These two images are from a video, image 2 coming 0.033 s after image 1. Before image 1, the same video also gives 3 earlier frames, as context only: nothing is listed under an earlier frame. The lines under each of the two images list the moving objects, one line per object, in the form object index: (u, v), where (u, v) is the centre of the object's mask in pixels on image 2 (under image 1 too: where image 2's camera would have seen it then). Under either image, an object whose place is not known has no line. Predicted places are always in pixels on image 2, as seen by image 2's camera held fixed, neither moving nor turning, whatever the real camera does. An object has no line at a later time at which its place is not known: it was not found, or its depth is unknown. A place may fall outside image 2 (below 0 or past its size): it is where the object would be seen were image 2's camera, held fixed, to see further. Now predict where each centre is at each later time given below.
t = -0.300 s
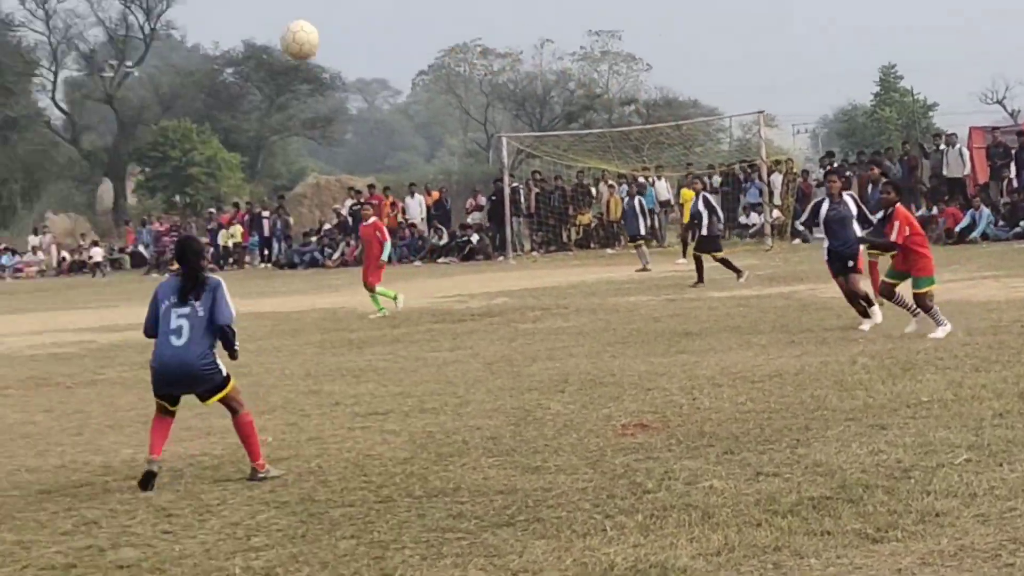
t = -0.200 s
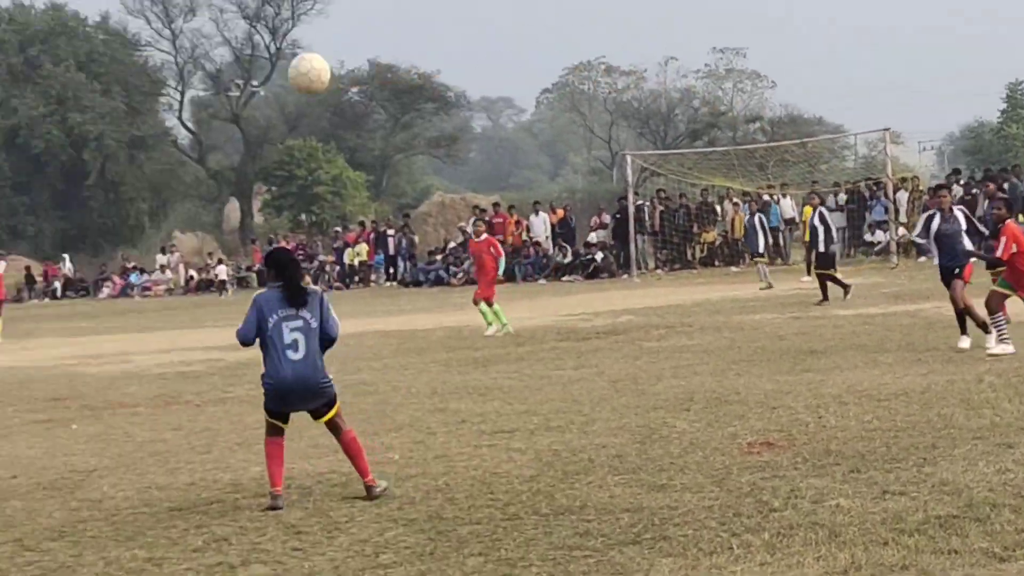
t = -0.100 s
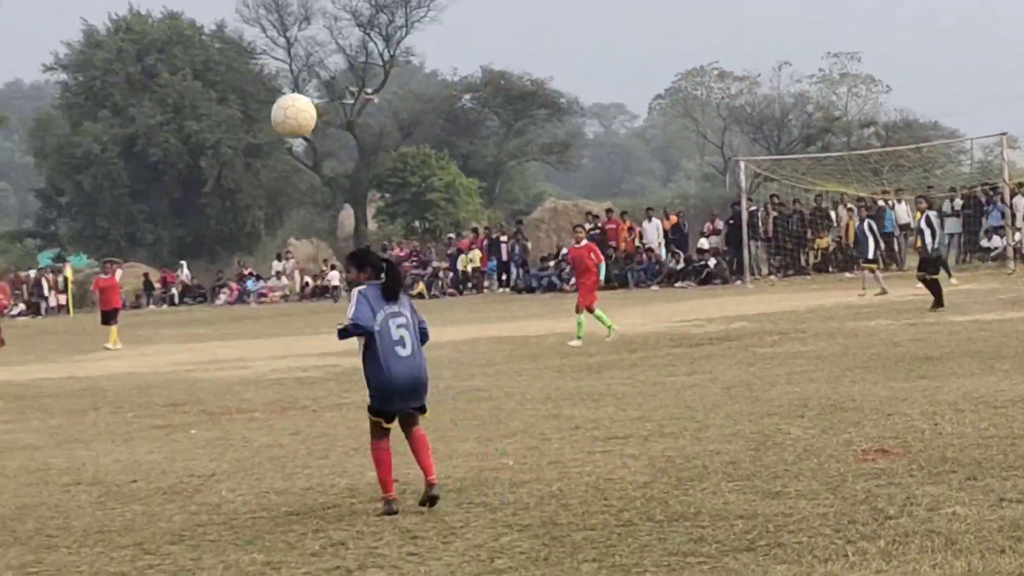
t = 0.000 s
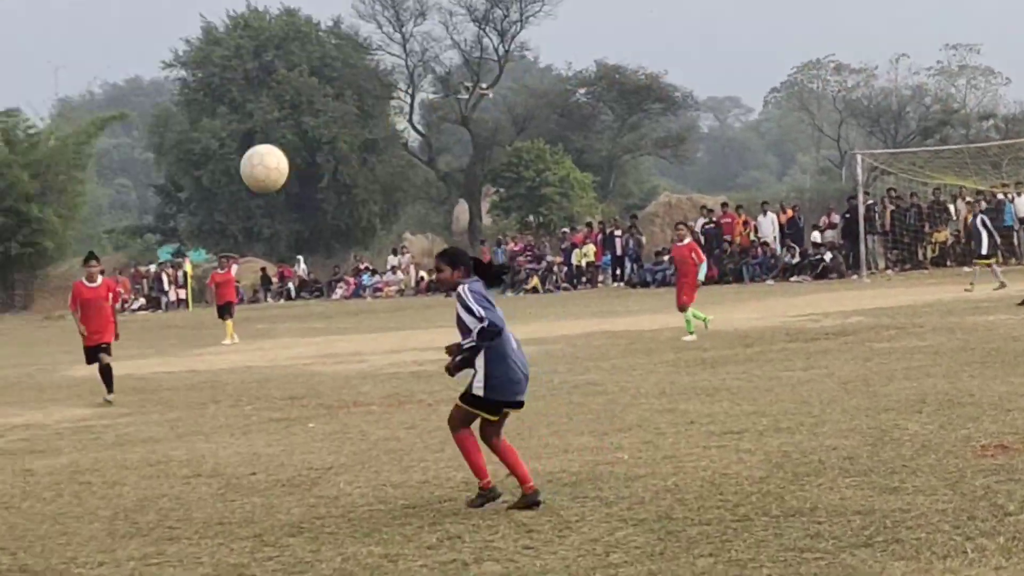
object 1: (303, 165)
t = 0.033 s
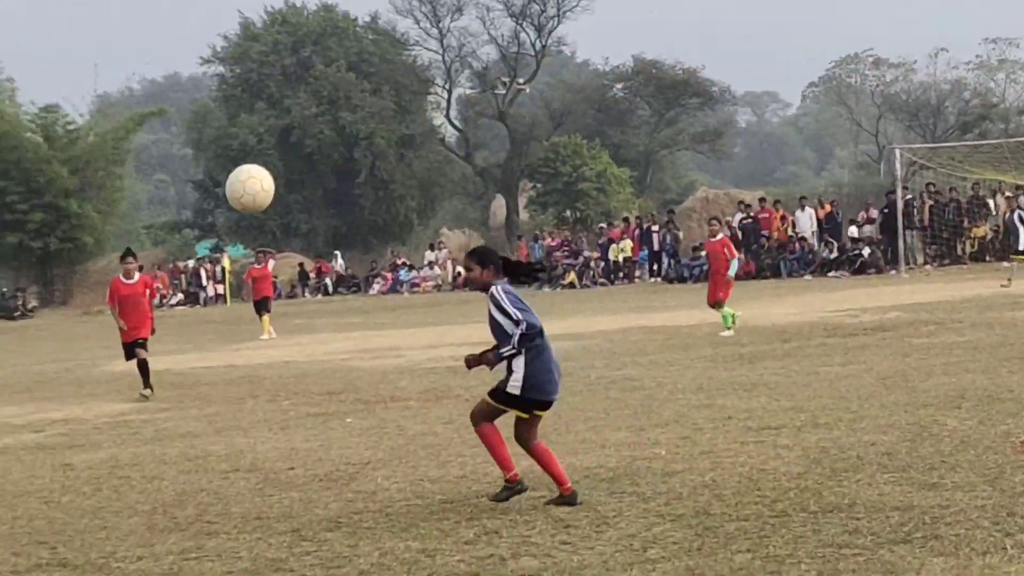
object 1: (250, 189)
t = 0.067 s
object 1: (194, 215)
